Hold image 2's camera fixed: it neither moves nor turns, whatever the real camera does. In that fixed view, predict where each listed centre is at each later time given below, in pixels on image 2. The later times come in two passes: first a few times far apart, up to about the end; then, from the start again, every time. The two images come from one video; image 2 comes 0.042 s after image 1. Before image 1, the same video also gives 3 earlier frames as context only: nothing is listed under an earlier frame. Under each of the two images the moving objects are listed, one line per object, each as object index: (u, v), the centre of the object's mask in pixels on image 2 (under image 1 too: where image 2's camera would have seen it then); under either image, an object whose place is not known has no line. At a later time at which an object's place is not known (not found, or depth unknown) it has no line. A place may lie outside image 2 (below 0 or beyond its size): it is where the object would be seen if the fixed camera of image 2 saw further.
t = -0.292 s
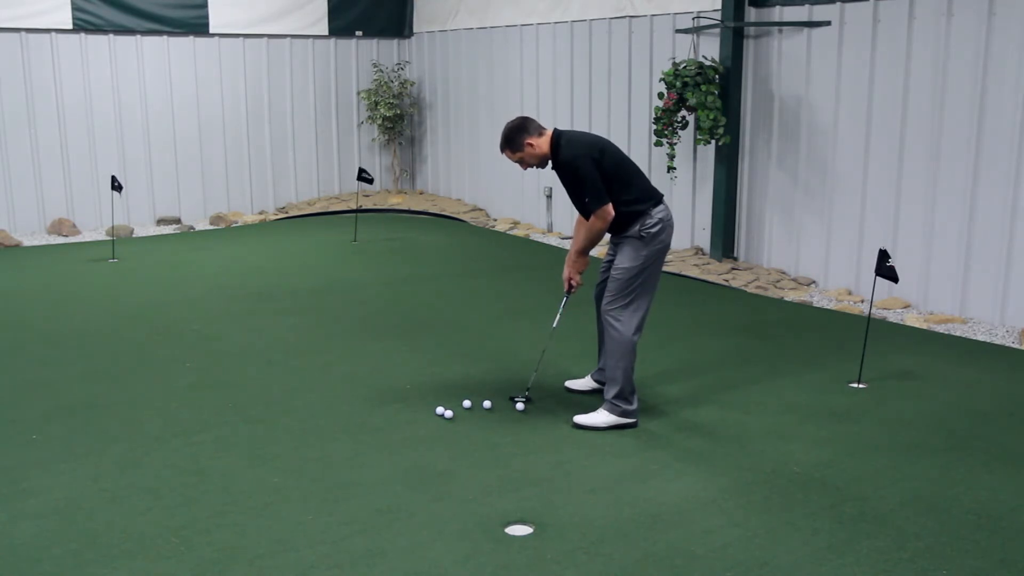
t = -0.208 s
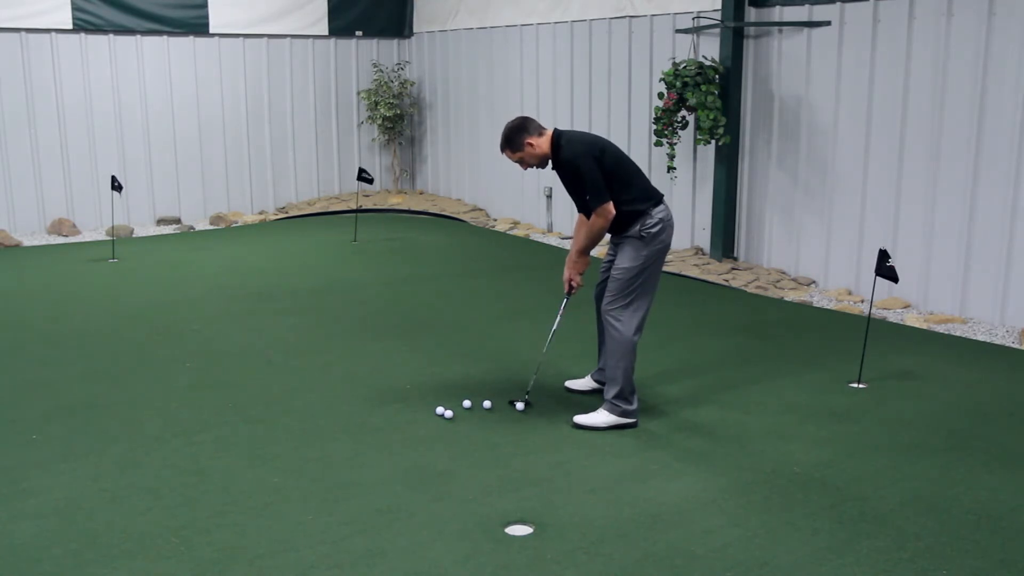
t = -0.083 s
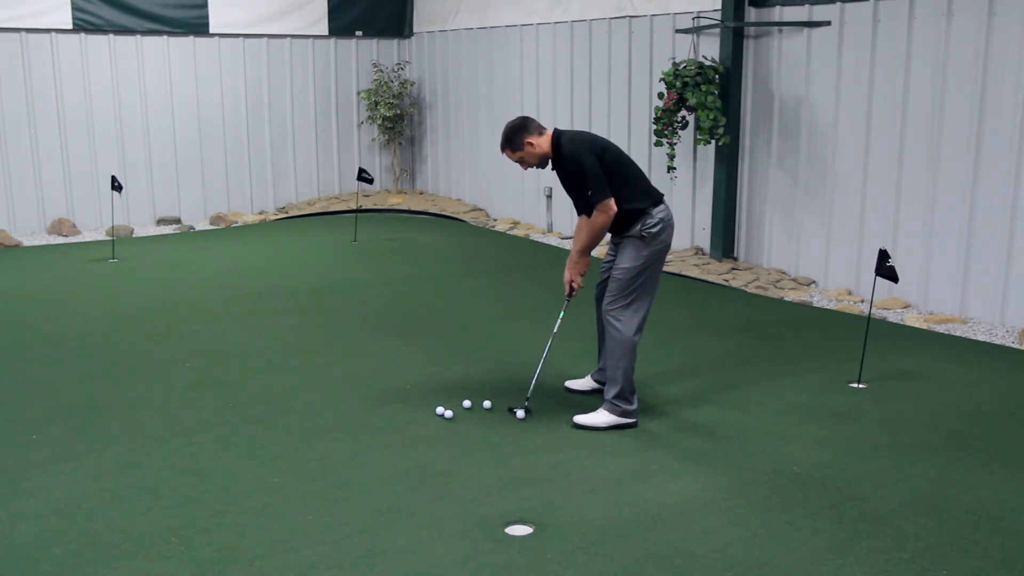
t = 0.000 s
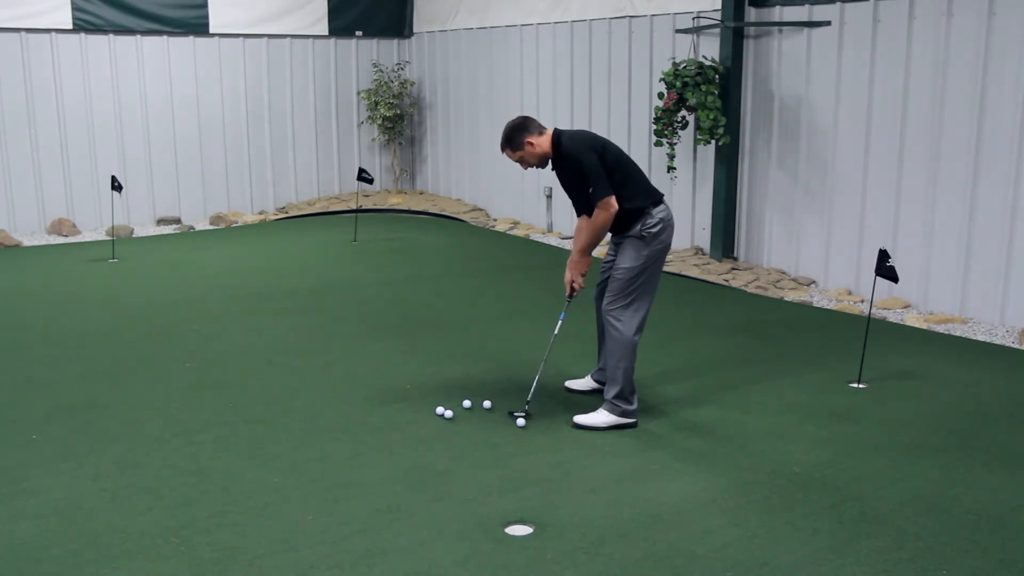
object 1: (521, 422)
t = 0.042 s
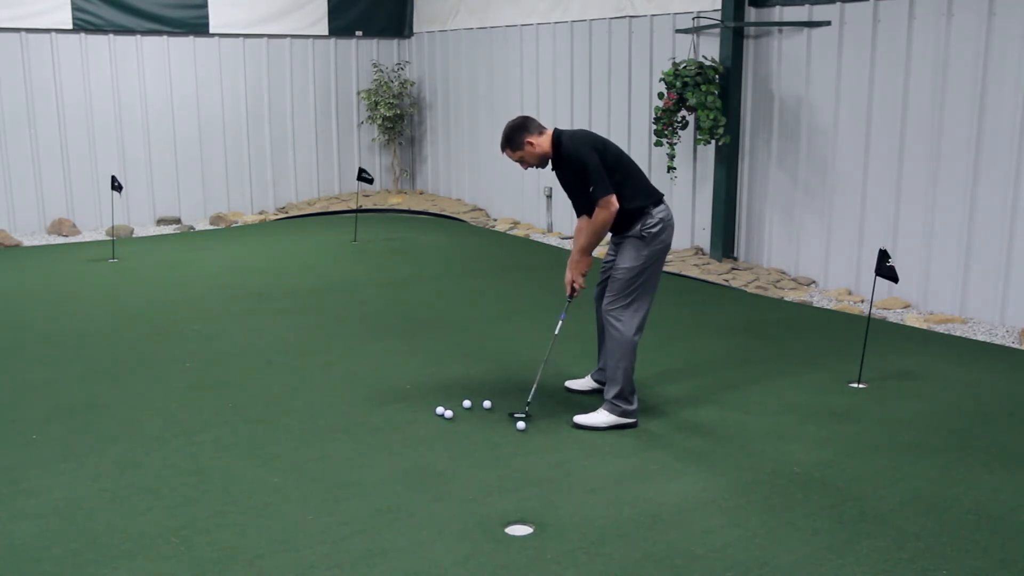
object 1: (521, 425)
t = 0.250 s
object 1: (521, 443)
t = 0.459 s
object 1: (522, 462)
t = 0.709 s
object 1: (522, 485)
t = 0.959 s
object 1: (520, 509)
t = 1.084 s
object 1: (518, 524)
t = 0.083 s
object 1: (521, 429)
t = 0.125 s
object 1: (521, 432)
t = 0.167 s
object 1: (521, 436)
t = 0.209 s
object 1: (521, 440)
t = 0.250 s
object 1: (521, 443)
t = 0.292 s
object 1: (521, 447)
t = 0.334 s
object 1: (521, 451)
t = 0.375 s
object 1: (522, 454)
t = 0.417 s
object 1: (522, 458)
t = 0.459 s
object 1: (522, 462)
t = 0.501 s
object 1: (522, 465)
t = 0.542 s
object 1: (522, 469)
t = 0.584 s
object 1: (522, 473)
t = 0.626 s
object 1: (522, 477)
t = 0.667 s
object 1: (522, 481)
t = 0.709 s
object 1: (522, 485)
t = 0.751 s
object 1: (521, 489)
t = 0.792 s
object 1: (521, 493)
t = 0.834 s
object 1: (521, 497)
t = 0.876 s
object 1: (521, 501)
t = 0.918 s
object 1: (521, 505)
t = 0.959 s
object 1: (520, 509)
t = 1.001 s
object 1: (519, 513)
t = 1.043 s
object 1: (519, 517)
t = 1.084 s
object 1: (518, 524)
